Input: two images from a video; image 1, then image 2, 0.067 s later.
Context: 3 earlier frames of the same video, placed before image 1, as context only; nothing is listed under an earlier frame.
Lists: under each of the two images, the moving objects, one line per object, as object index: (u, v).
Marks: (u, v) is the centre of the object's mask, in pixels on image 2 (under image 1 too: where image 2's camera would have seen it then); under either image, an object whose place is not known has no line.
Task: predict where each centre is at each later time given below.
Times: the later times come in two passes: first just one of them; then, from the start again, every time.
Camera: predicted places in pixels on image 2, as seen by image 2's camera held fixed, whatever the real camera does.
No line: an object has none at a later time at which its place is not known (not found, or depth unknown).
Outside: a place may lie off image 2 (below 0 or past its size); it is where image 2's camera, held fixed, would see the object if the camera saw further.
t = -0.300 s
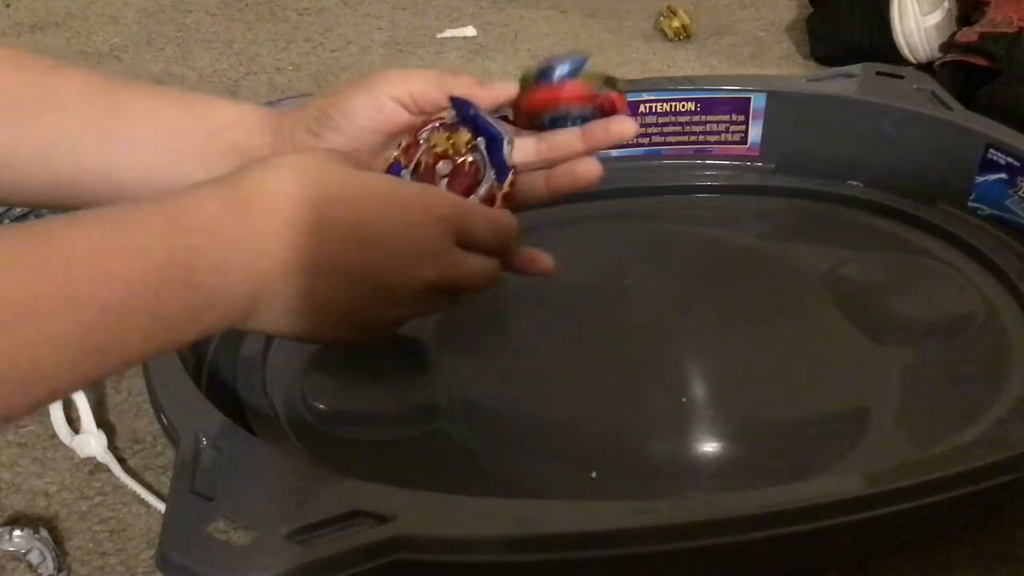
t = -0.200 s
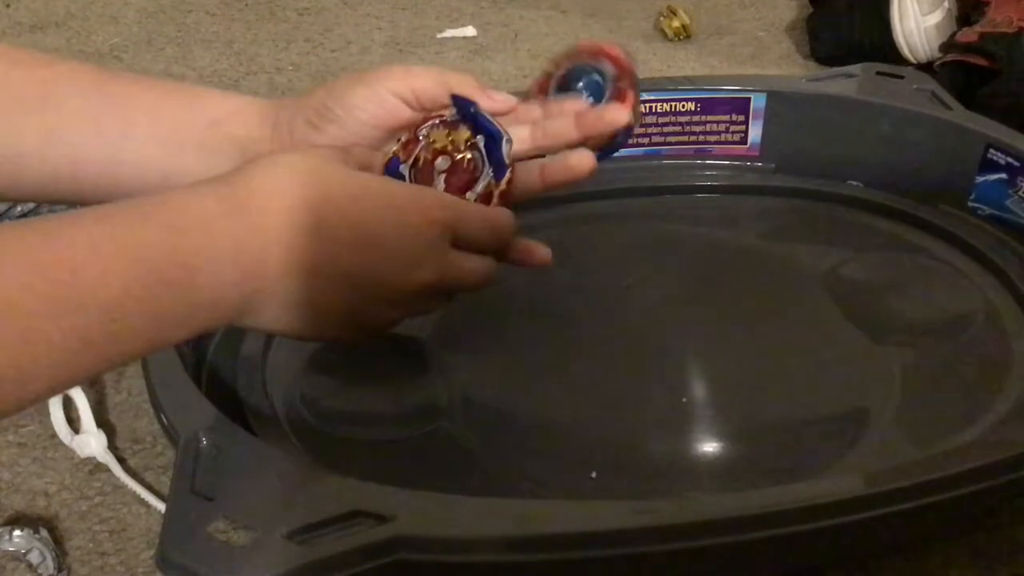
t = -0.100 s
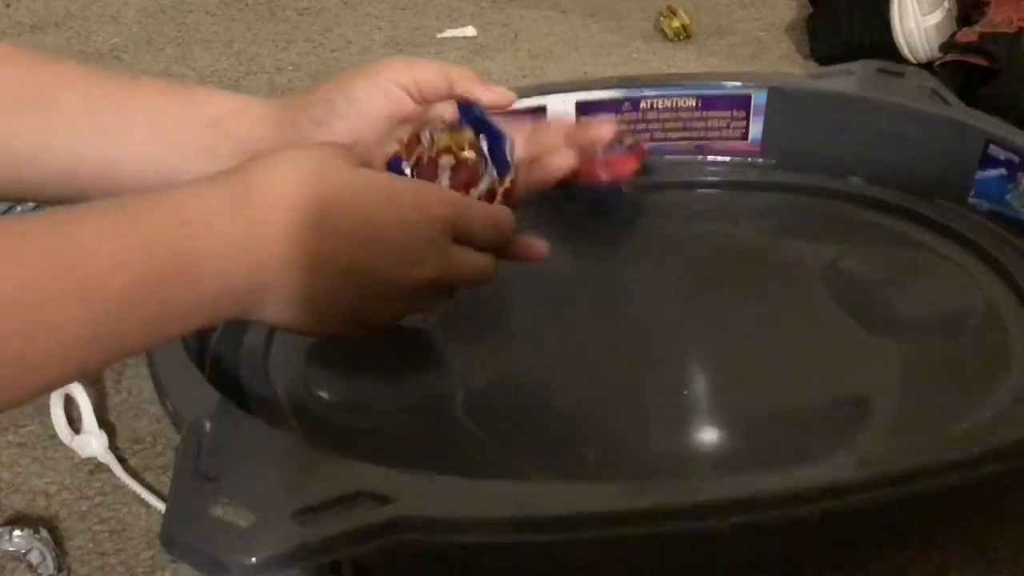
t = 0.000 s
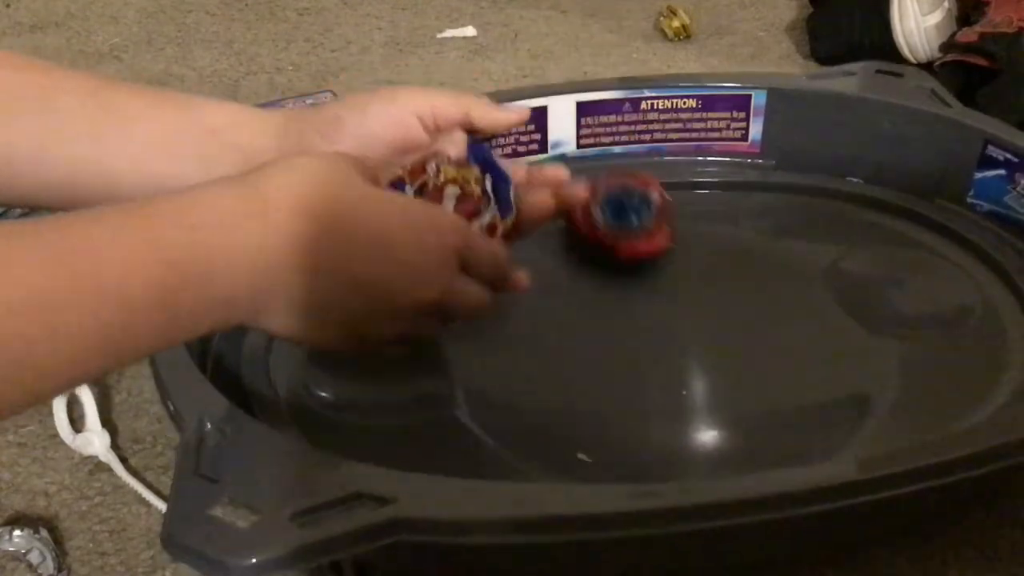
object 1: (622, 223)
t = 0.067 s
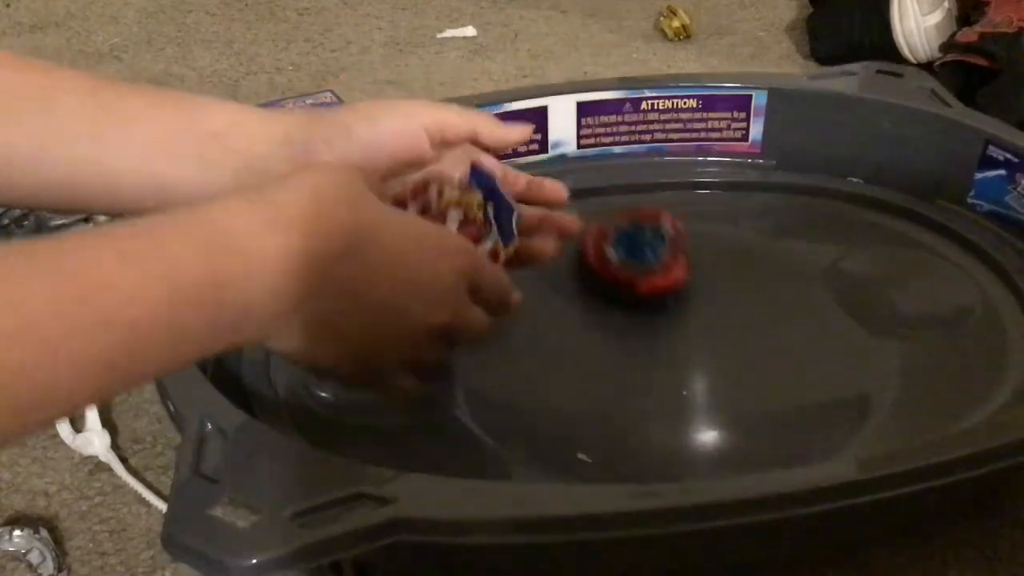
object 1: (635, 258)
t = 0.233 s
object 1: (650, 320)
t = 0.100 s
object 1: (641, 276)
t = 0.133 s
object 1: (644, 290)
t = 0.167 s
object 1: (648, 303)
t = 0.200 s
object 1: (650, 314)
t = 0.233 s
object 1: (650, 320)
